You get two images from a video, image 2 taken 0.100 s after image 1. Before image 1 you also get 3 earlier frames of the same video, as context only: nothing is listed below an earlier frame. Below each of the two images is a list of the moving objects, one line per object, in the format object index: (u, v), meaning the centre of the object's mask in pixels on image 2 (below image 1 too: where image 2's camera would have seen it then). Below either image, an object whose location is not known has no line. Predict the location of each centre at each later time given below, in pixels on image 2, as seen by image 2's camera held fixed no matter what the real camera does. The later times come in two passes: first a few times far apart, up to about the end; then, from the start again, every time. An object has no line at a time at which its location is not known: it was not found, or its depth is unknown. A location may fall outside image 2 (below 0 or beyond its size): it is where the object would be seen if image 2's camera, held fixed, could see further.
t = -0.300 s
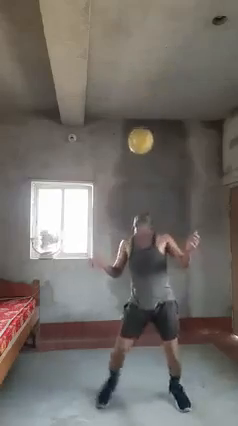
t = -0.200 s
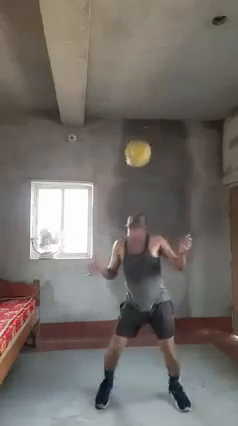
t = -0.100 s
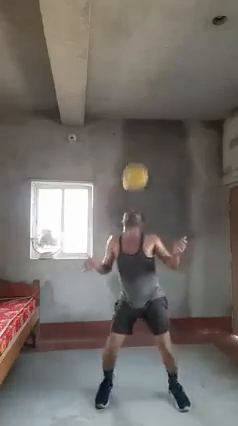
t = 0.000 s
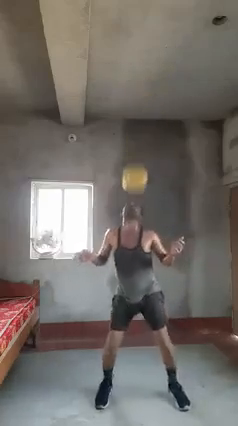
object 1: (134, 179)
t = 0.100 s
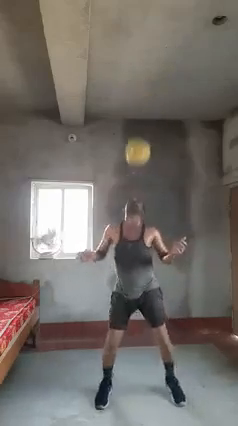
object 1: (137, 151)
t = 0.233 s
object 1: (141, 133)
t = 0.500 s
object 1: (147, 154)
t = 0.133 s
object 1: (138, 145)
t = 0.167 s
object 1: (139, 140)
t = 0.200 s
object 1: (140, 136)
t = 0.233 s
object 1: (141, 133)
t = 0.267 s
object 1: (141, 132)
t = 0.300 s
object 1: (142, 131)
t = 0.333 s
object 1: (143, 132)
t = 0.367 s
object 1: (144, 134)
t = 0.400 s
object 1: (145, 137)
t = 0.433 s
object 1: (145, 141)
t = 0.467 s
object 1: (146, 147)
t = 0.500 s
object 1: (147, 154)
